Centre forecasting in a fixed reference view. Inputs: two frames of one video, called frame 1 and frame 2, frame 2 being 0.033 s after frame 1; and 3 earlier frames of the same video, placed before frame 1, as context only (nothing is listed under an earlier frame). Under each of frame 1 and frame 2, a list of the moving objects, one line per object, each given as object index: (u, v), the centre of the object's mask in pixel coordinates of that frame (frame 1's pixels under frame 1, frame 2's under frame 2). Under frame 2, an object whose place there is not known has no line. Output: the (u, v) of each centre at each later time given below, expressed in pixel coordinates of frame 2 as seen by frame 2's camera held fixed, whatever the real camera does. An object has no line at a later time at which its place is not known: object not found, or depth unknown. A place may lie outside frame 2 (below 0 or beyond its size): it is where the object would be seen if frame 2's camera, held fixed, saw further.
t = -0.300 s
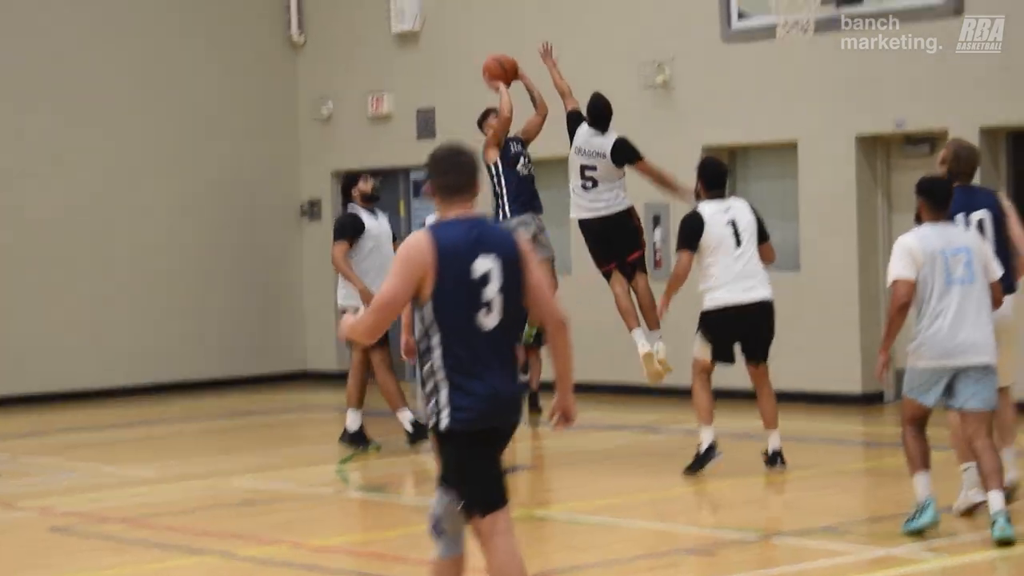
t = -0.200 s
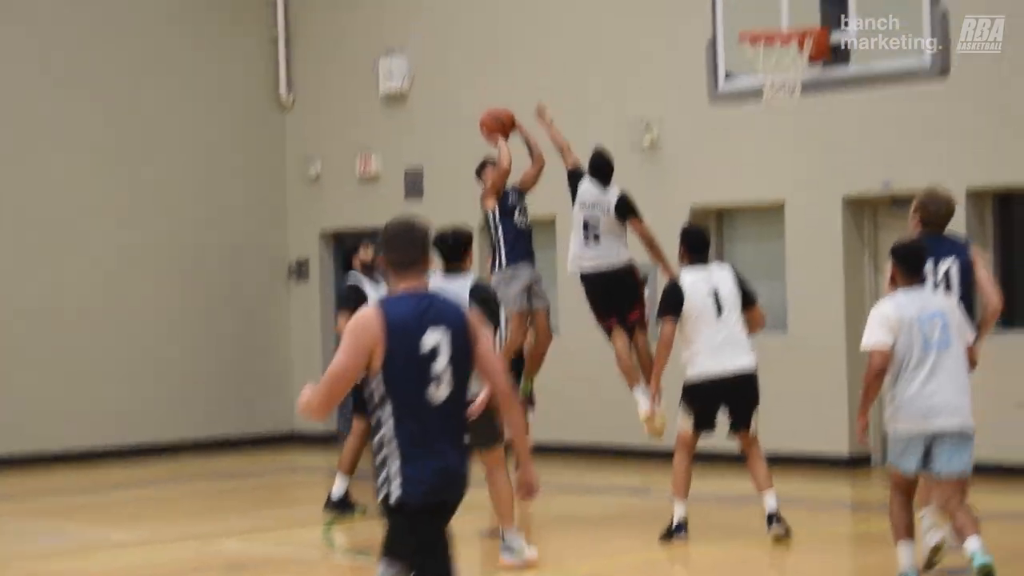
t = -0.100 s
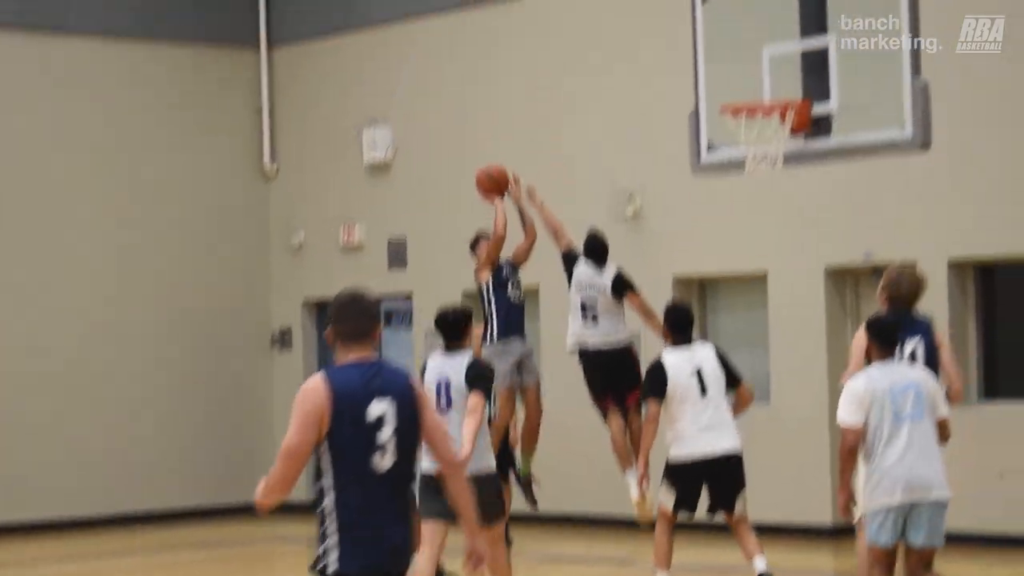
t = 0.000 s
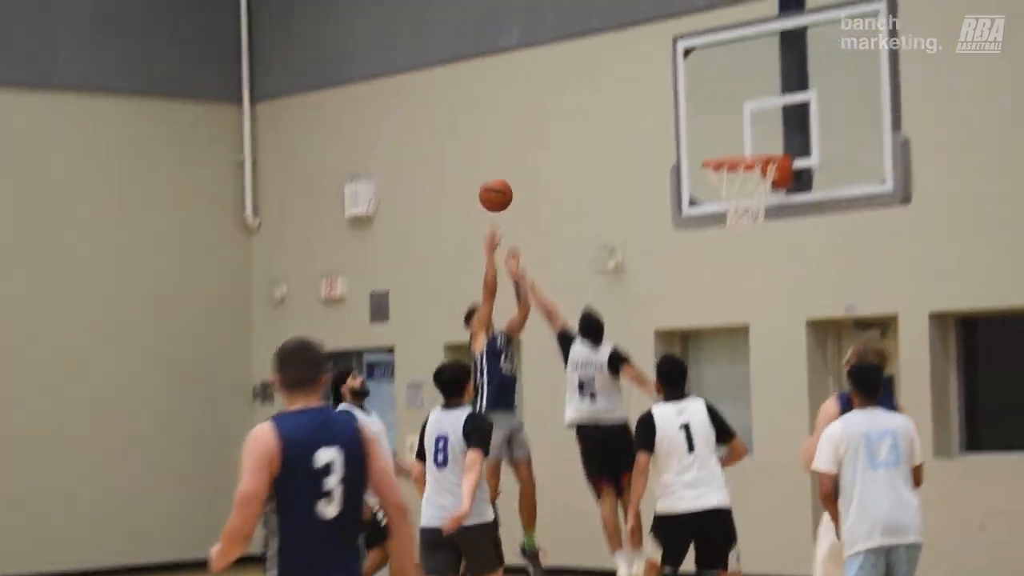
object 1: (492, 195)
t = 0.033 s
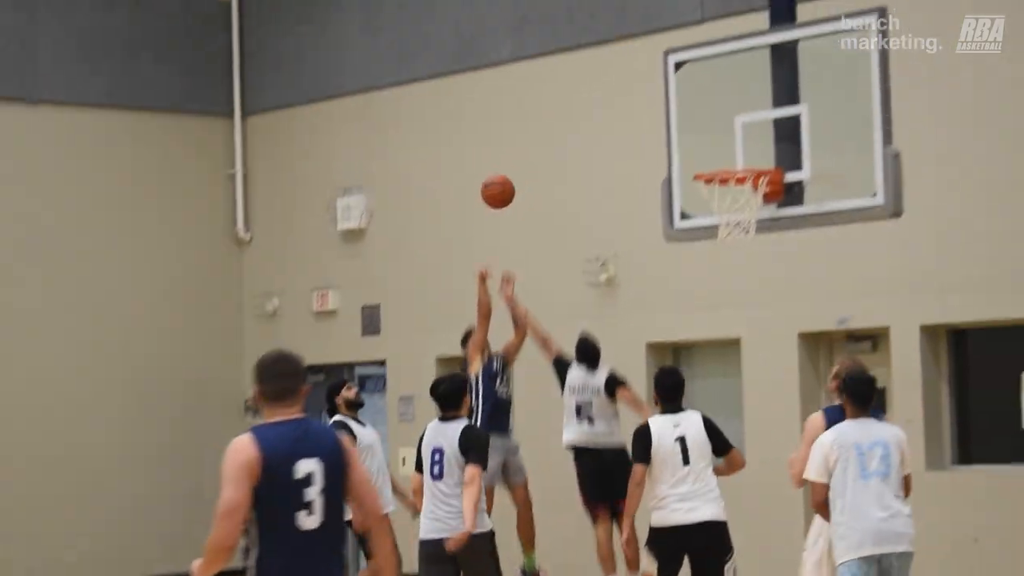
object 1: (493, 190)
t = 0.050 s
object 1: (499, 182)
